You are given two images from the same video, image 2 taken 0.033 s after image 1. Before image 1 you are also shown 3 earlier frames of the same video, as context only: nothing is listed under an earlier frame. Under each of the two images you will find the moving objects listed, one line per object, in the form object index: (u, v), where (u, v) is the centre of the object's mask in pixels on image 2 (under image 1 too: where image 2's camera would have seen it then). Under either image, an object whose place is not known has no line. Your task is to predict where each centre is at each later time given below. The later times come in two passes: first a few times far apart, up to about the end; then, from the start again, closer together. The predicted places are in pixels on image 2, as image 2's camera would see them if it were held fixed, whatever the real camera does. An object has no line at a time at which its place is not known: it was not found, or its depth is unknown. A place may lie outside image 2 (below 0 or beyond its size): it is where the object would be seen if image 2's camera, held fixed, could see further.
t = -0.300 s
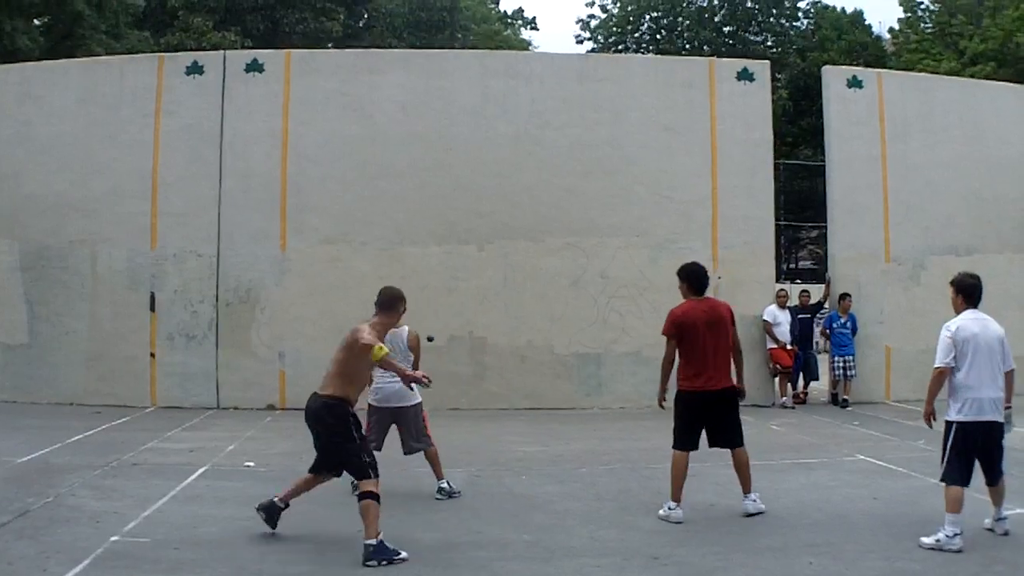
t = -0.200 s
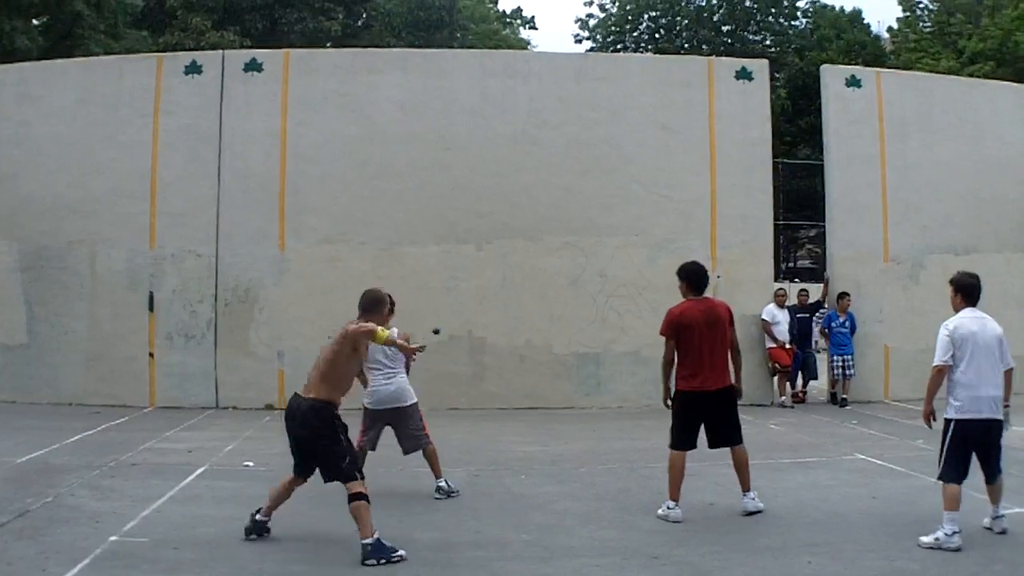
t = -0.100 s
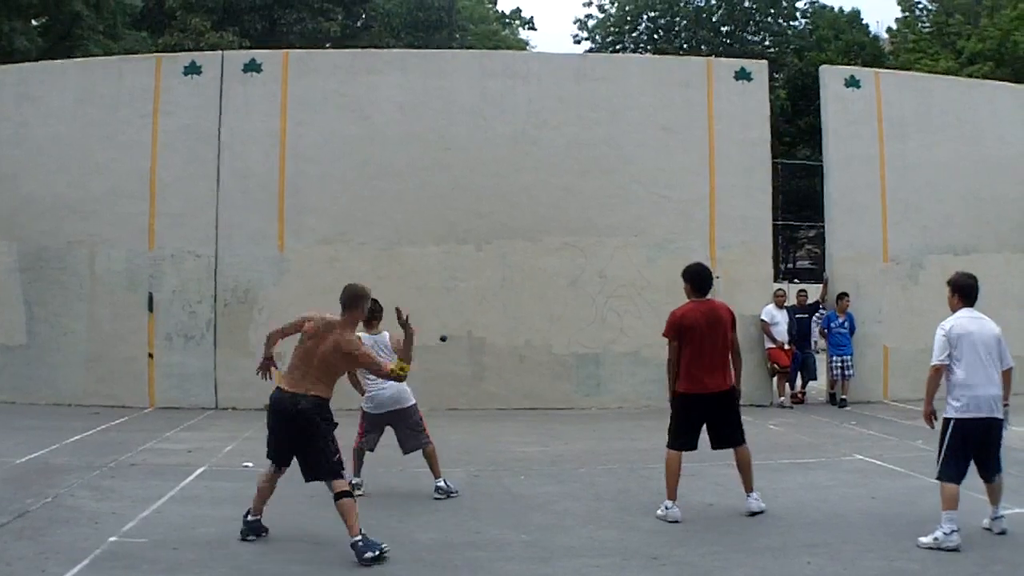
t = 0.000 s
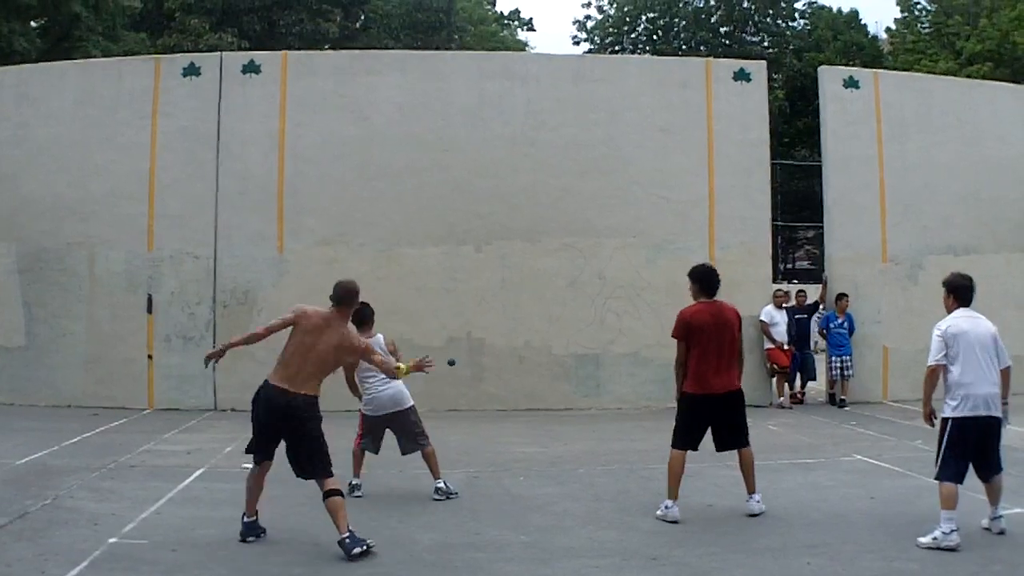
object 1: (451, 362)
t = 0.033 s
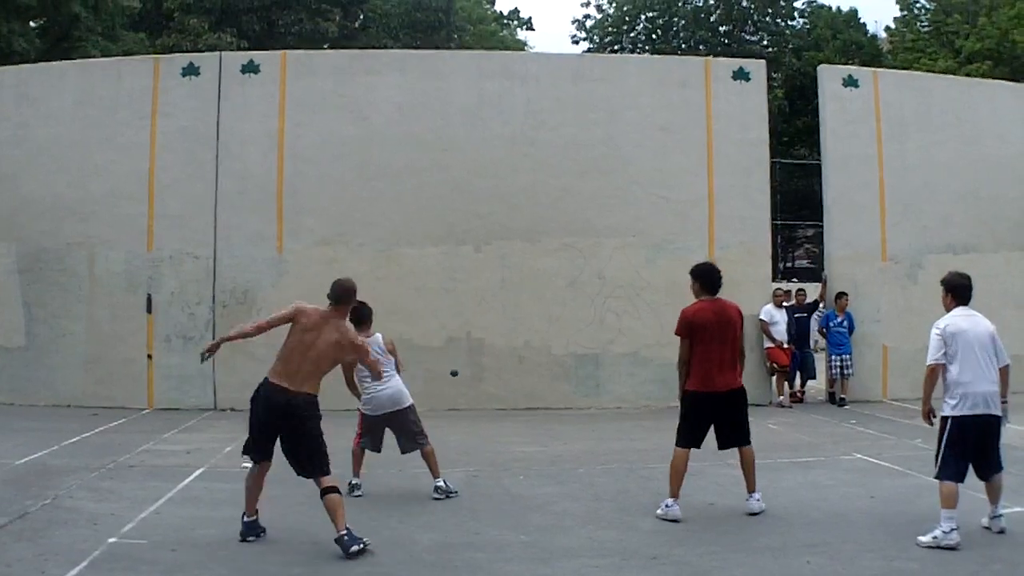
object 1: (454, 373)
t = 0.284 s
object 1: (481, 535)
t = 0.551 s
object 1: (521, 452)
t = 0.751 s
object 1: (562, 428)
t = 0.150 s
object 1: (466, 432)
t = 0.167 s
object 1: (468, 442)
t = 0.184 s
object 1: (469, 453)
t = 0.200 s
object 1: (471, 466)
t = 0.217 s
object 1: (473, 478)
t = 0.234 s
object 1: (476, 491)
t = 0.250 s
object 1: (477, 505)
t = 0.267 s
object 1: (479, 520)
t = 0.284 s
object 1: (481, 535)
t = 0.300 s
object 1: (483, 551)
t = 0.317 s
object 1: (486, 560)
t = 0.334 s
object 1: (488, 550)
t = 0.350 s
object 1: (490, 540)
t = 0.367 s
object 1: (492, 531)
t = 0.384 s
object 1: (494, 523)
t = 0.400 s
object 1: (496, 514)
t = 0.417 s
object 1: (499, 506)
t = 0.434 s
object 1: (502, 498)
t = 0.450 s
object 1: (504, 490)
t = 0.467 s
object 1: (507, 482)
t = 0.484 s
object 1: (509, 475)
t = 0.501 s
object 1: (512, 469)
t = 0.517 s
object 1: (515, 462)
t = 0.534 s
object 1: (518, 456)
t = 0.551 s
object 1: (521, 452)
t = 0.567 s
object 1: (524, 447)
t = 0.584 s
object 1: (527, 443)
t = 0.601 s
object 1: (530, 438)
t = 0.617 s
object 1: (533, 435)
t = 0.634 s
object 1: (537, 432)
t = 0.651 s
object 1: (540, 430)
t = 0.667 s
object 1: (544, 428)
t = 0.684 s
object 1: (547, 427)
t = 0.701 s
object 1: (551, 426)
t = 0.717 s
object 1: (555, 426)
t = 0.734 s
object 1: (558, 426)
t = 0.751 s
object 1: (562, 428)
